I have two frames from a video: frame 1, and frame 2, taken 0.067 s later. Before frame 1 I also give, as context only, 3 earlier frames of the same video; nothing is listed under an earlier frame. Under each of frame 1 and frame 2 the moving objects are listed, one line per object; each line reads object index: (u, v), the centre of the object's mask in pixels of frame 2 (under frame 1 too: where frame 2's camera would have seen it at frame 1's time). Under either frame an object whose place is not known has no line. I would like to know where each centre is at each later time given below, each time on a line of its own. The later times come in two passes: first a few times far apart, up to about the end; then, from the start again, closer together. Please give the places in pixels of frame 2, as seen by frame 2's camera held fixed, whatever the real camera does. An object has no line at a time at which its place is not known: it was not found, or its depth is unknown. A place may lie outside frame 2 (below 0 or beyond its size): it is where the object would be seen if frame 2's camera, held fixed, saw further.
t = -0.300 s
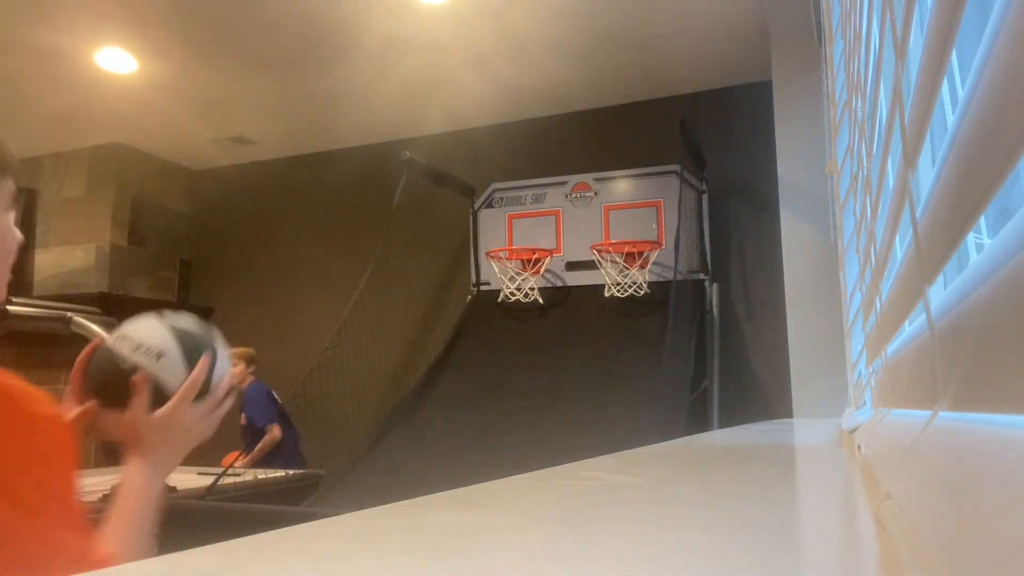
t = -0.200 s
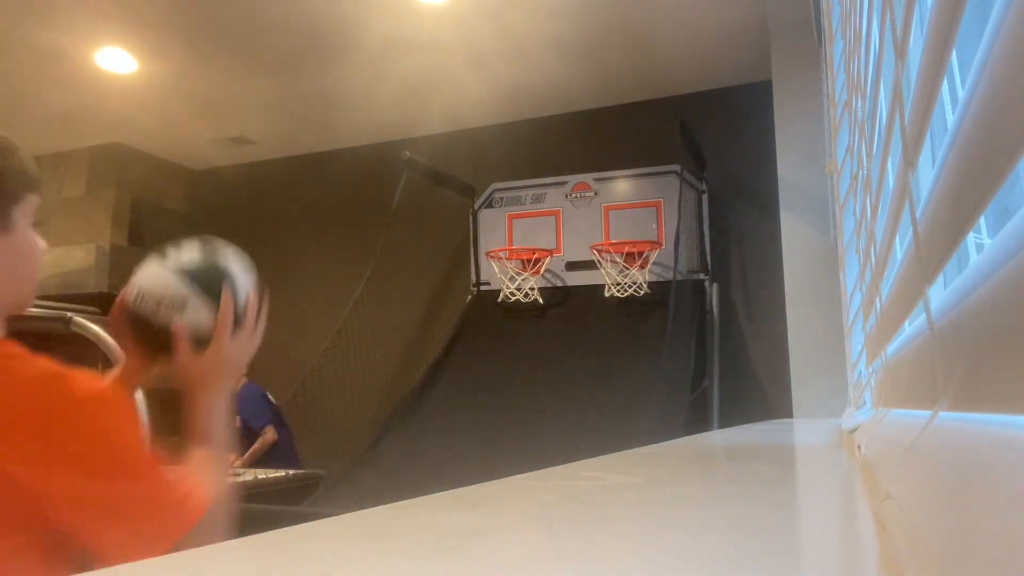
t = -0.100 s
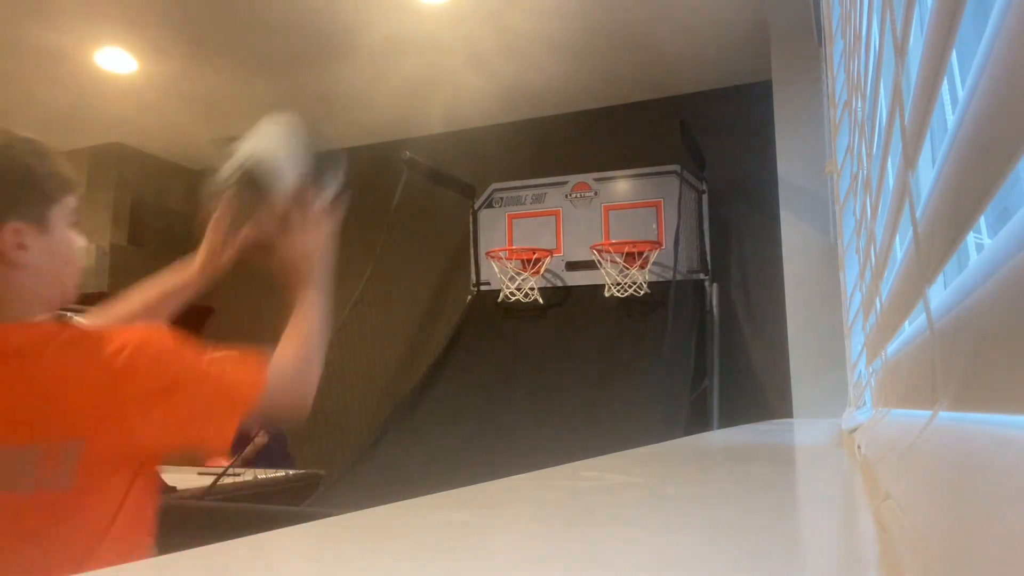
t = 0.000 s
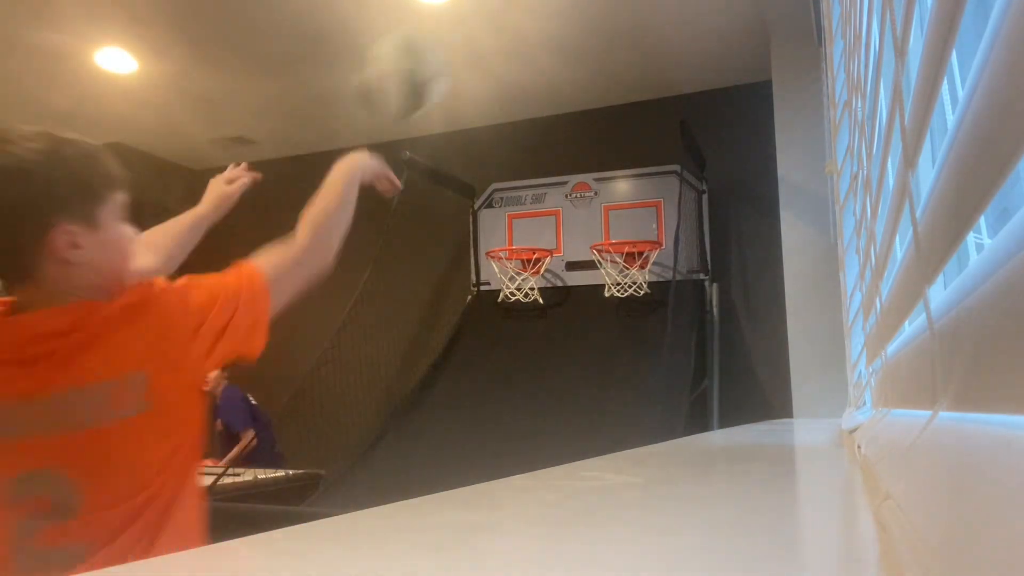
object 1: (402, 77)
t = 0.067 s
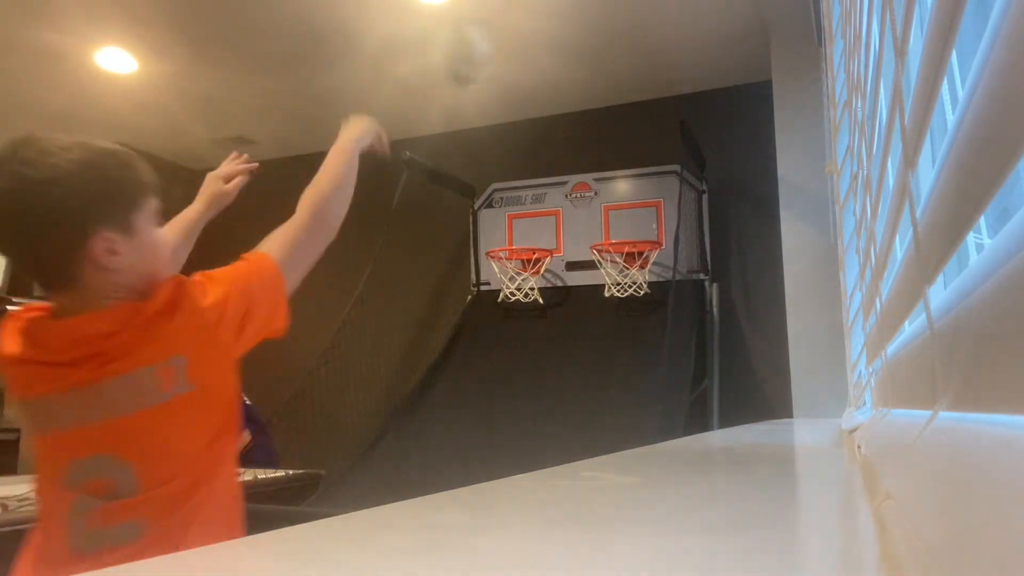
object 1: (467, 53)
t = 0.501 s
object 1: (624, 189)
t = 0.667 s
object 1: (633, 191)
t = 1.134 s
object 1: (605, 232)
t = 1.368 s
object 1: (632, 299)
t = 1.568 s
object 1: (613, 340)
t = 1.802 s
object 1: (571, 399)
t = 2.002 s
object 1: (511, 460)
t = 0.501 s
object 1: (624, 189)
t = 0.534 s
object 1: (634, 213)
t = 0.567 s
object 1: (639, 230)
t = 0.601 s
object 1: (638, 221)
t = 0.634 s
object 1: (636, 207)
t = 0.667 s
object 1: (633, 191)
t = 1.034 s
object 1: (612, 191)
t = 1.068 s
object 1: (611, 202)
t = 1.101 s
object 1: (607, 220)
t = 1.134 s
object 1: (605, 232)
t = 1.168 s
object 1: (615, 242)
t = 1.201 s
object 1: (629, 249)
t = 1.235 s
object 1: (638, 256)
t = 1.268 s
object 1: (640, 262)
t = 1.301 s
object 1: (641, 272)
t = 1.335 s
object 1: (635, 279)
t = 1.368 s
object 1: (632, 299)
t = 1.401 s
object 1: (631, 307)
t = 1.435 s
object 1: (628, 316)
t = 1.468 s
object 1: (624, 321)
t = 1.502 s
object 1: (621, 326)
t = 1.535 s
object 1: (617, 332)
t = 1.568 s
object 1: (613, 340)
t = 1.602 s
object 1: (609, 347)
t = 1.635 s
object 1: (603, 354)
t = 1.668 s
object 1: (598, 360)
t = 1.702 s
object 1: (593, 371)
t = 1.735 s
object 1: (587, 378)
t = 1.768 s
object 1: (580, 388)
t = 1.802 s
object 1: (571, 399)
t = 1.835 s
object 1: (564, 407)
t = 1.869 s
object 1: (556, 419)
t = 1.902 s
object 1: (547, 427)
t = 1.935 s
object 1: (538, 441)
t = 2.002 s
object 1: (511, 460)
